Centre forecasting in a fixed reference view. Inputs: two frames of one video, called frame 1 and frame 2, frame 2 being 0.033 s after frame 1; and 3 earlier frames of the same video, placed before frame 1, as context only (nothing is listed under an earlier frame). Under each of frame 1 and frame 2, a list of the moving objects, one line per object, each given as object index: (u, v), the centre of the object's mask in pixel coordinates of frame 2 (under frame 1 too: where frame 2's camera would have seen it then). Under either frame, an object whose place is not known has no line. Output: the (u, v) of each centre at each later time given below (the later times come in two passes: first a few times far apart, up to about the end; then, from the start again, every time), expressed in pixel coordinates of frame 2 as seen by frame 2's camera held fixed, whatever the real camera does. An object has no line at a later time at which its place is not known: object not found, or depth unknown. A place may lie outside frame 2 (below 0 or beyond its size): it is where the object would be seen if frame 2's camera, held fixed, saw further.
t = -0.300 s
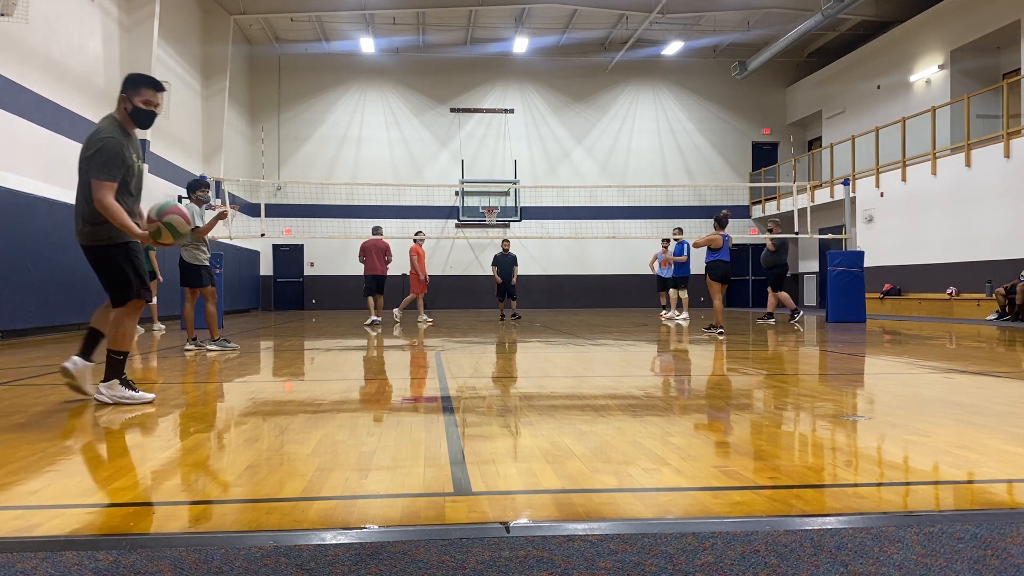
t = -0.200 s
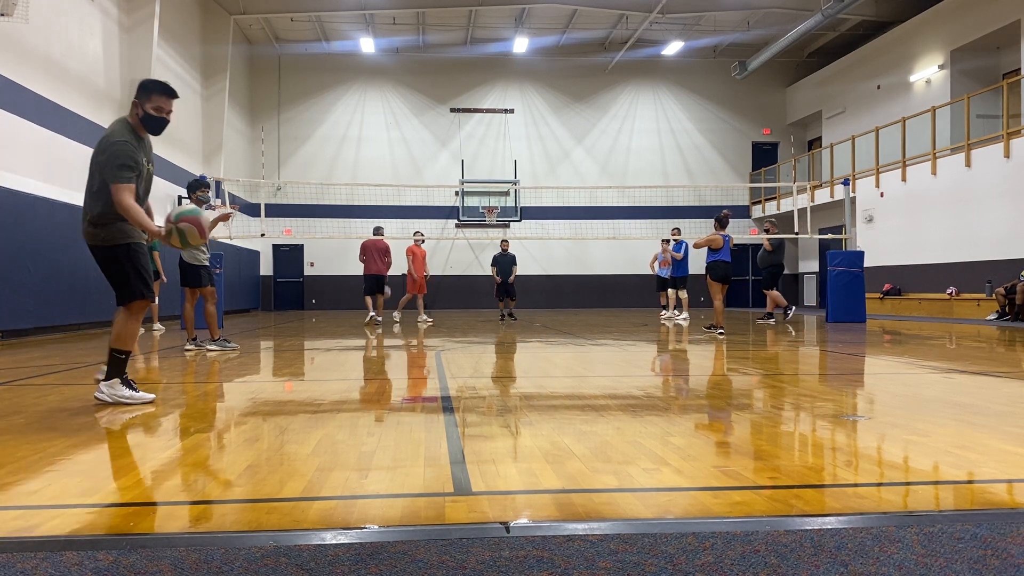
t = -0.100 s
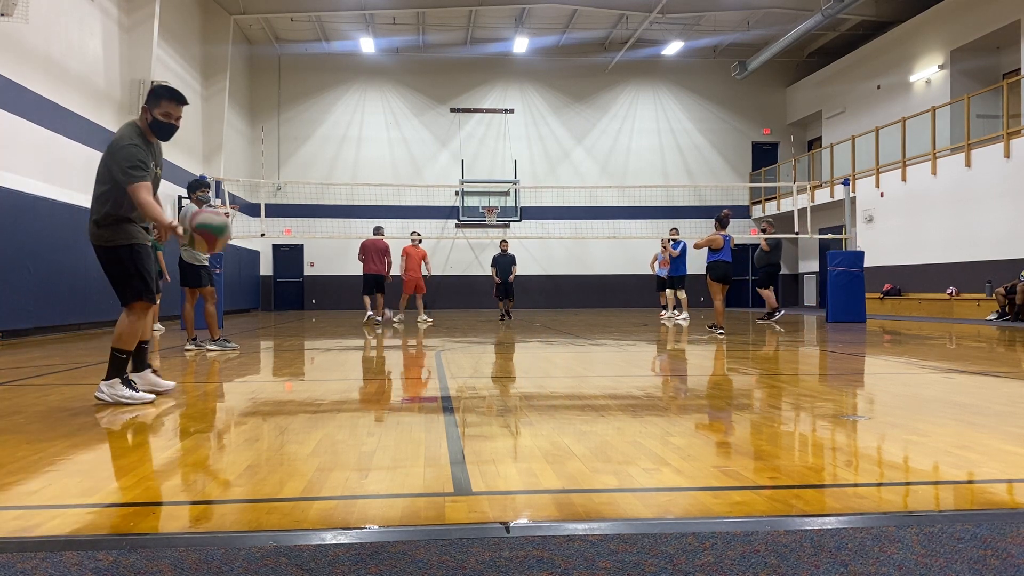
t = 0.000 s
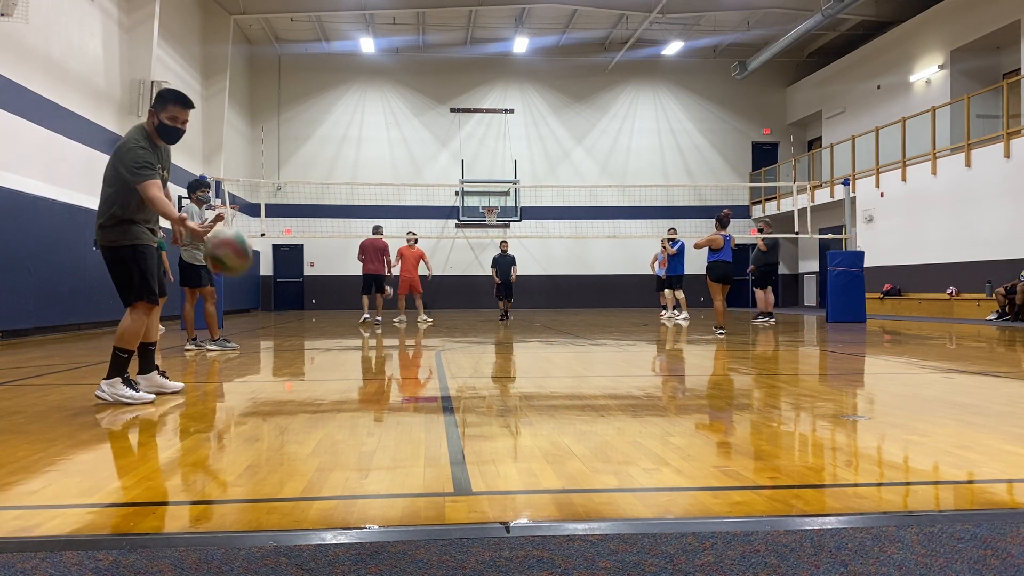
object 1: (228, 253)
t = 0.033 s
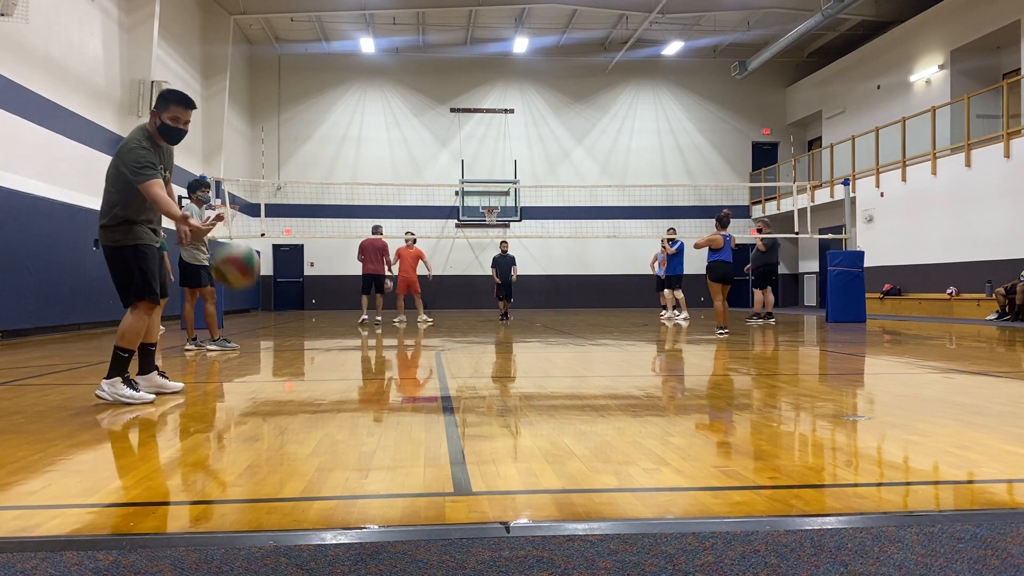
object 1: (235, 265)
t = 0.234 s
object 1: (280, 398)
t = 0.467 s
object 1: (330, 302)
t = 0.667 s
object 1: (378, 305)
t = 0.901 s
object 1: (442, 416)
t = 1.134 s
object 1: (516, 343)
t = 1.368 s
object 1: (605, 434)
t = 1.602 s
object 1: (713, 393)
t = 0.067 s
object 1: (243, 280)
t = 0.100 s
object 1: (251, 297)
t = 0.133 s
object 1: (257, 317)
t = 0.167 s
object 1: (265, 341)
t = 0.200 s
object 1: (273, 368)
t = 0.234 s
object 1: (280, 398)
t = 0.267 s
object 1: (287, 393)
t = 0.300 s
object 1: (294, 372)
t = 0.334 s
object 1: (301, 352)
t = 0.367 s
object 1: (309, 335)
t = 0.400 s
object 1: (316, 322)
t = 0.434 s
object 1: (323, 311)
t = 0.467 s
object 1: (330, 302)
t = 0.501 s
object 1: (338, 296)
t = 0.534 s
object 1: (346, 291)
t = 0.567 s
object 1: (354, 291)
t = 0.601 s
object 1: (362, 293)
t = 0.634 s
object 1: (370, 299)
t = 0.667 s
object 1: (378, 305)
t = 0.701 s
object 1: (387, 315)
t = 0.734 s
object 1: (396, 329)
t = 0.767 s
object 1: (404, 346)
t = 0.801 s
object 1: (414, 367)
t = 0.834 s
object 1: (422, 392)
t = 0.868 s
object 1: (431, 420)
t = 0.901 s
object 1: (442, 416)
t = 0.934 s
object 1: (452, 397)
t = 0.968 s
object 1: (462, 381)
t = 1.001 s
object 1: (472, 365)
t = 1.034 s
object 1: (484, 354)
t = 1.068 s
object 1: (495, 348)
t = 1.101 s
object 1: (505, 344)
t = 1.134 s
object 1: (516, 343)
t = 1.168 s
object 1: (528, 344)
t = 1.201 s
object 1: (540, 350)
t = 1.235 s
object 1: (552, 359)
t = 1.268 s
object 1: (565, 372)
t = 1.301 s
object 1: (578, 388)
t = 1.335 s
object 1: (591, 410)
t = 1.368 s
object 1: (605, 434)
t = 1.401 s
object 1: (620, 451)
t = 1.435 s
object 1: (635, 432)
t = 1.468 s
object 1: (650, 417)
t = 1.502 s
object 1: (664, 405)
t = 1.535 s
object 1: (681, 397)
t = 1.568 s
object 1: (696, 393)
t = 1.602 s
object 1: (713, 393)
